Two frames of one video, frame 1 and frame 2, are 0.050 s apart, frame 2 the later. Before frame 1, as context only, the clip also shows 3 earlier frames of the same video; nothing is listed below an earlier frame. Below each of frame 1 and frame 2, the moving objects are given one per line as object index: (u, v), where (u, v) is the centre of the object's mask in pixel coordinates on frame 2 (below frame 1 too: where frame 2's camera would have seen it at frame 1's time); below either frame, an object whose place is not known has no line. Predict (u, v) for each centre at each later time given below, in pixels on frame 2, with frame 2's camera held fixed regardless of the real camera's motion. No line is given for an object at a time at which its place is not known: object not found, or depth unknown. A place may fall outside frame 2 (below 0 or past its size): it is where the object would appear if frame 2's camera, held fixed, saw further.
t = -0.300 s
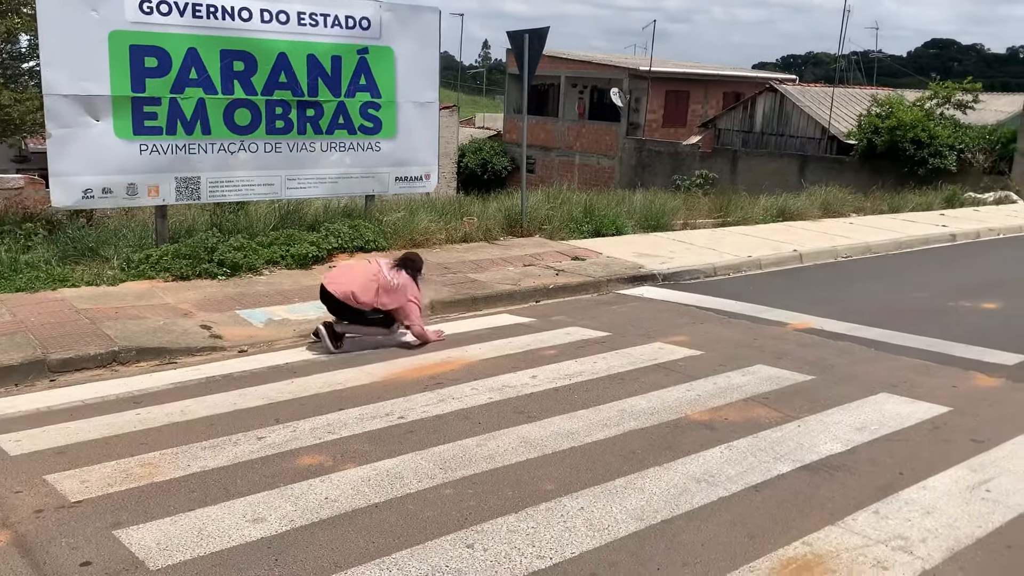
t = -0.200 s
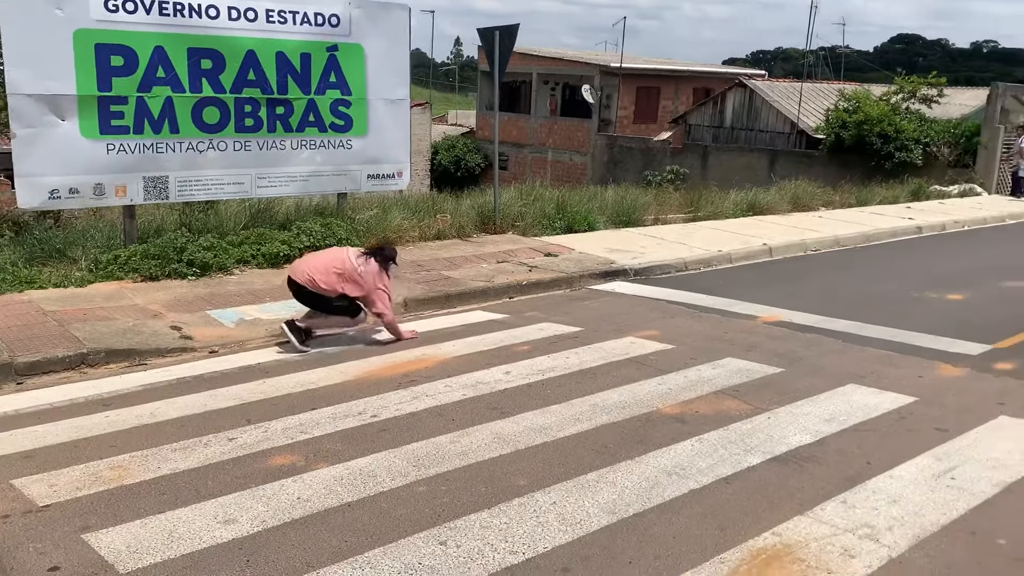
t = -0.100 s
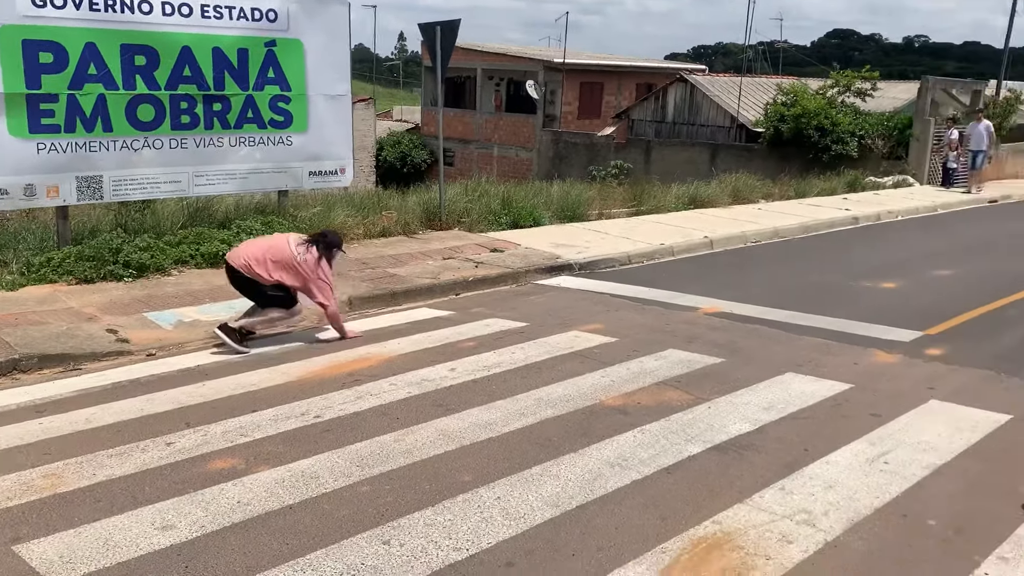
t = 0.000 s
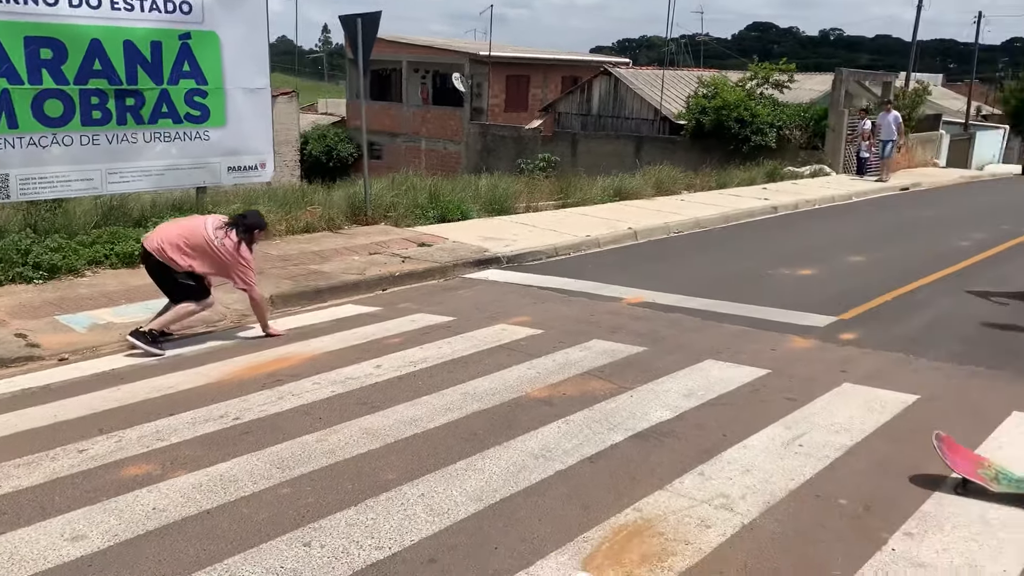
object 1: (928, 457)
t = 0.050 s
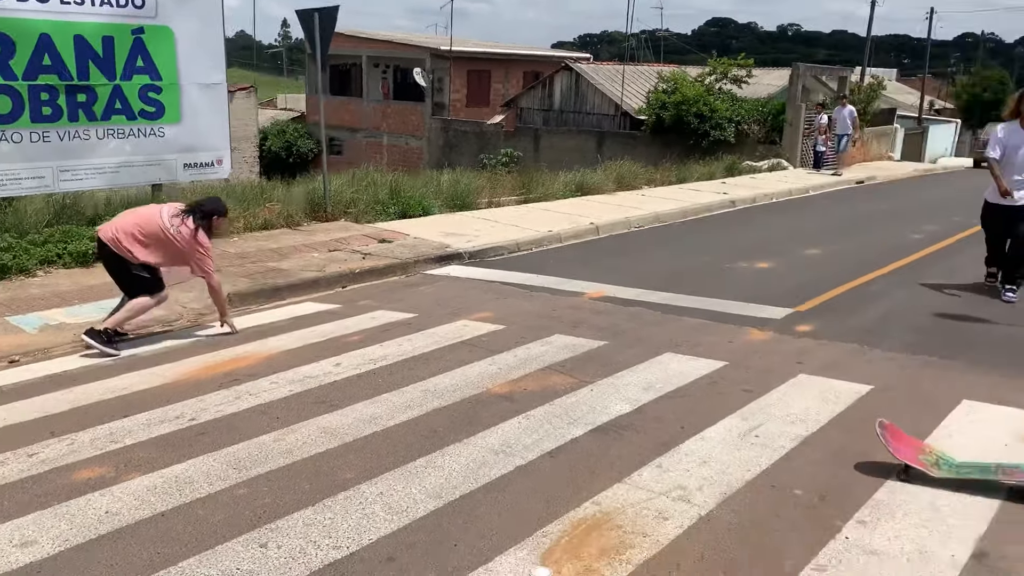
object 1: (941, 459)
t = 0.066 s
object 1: (952, 462)
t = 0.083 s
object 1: (957, 463)
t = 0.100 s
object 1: (959, 462)
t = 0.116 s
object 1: (955, 461)
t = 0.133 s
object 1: (951, 460)
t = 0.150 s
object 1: (945, 458)
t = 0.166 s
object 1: (940, 458)
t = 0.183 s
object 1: (933, 456)
